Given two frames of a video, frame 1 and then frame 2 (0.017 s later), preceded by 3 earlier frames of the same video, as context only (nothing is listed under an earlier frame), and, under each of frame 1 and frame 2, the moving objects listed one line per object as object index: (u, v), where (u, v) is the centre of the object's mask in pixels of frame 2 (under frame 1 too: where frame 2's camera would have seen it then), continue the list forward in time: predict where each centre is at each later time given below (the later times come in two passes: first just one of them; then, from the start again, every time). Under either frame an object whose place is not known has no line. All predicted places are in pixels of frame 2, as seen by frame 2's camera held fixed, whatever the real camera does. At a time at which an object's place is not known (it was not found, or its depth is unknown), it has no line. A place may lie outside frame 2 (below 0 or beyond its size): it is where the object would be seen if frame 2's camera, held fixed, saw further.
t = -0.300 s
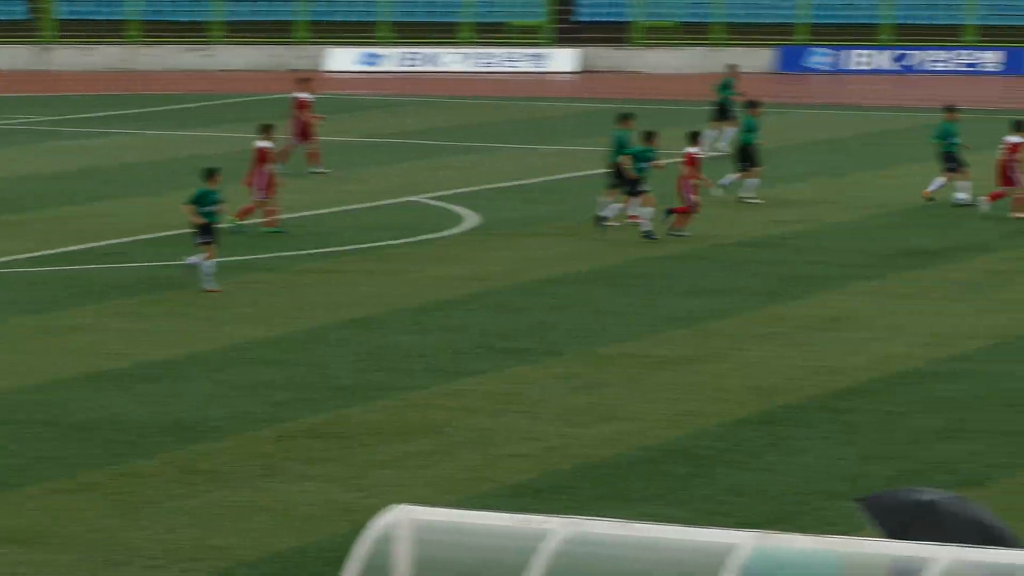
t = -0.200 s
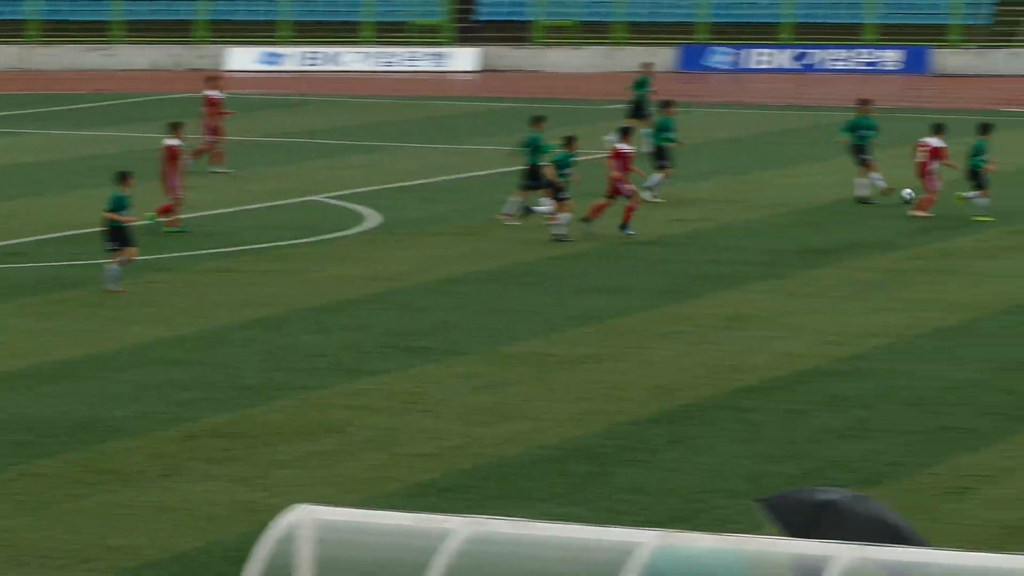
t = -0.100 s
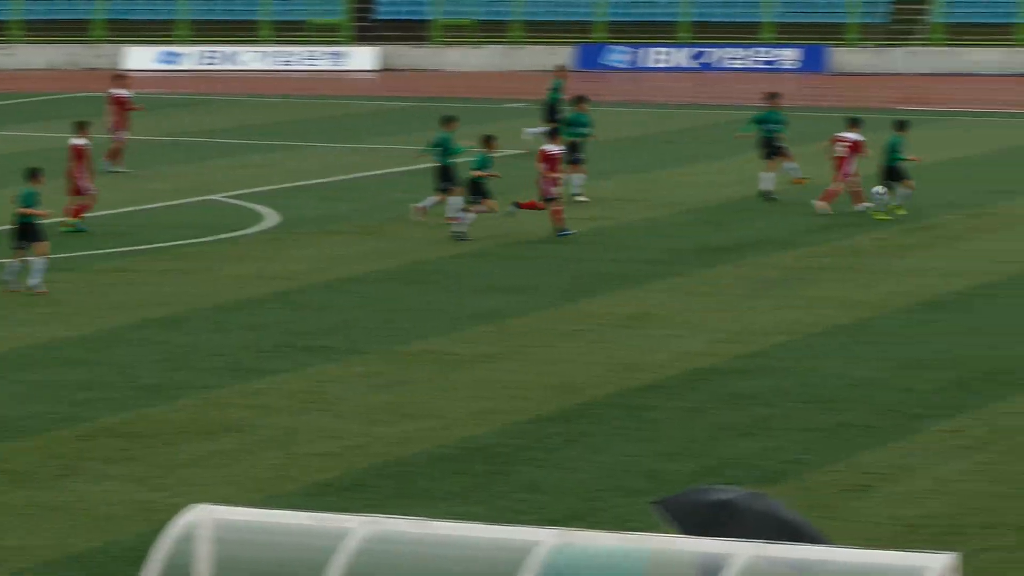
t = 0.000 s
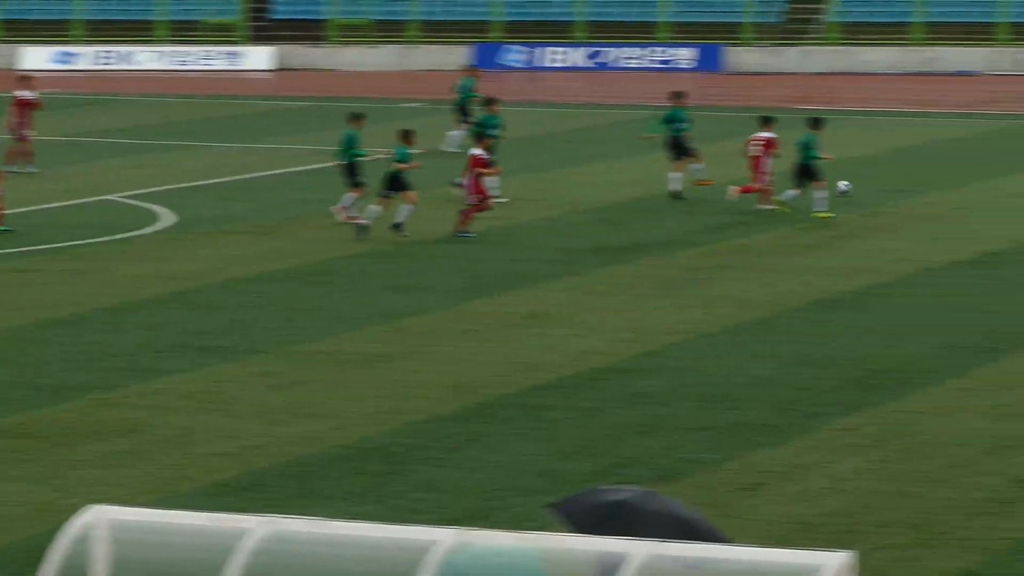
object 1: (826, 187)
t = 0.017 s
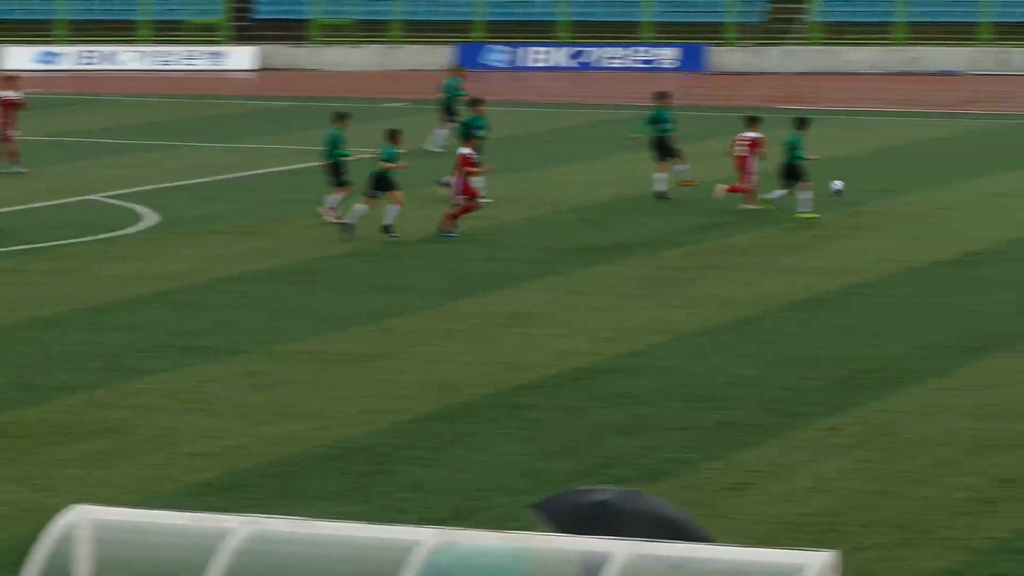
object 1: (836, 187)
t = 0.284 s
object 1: (994, 182)
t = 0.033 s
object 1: (847, 187)
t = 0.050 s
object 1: (858, 187)
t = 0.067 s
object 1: (868, 187)
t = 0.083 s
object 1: (878, 185)
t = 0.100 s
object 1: (888, 184)
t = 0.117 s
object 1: (898, 184)
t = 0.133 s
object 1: (908, 184)
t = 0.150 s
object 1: (919, 183)
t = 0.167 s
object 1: (928, 183)
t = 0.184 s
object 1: (938, 183)
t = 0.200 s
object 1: (948, 184)
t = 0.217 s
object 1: (958, 184)
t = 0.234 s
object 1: (967, 184)
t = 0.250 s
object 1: (976, 184)
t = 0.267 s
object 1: (984, 183)
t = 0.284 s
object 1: (994, 182)
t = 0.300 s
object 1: (1003, 181)
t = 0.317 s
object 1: (1012, 181)
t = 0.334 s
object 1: (1020, 180)
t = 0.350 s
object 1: (1029, 180)
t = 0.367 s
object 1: (1038, 181)
